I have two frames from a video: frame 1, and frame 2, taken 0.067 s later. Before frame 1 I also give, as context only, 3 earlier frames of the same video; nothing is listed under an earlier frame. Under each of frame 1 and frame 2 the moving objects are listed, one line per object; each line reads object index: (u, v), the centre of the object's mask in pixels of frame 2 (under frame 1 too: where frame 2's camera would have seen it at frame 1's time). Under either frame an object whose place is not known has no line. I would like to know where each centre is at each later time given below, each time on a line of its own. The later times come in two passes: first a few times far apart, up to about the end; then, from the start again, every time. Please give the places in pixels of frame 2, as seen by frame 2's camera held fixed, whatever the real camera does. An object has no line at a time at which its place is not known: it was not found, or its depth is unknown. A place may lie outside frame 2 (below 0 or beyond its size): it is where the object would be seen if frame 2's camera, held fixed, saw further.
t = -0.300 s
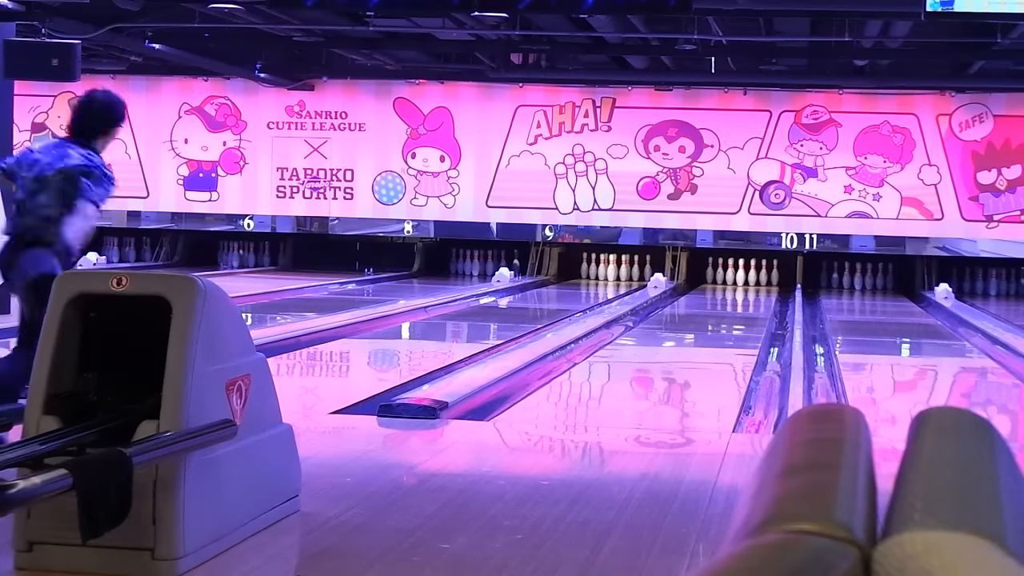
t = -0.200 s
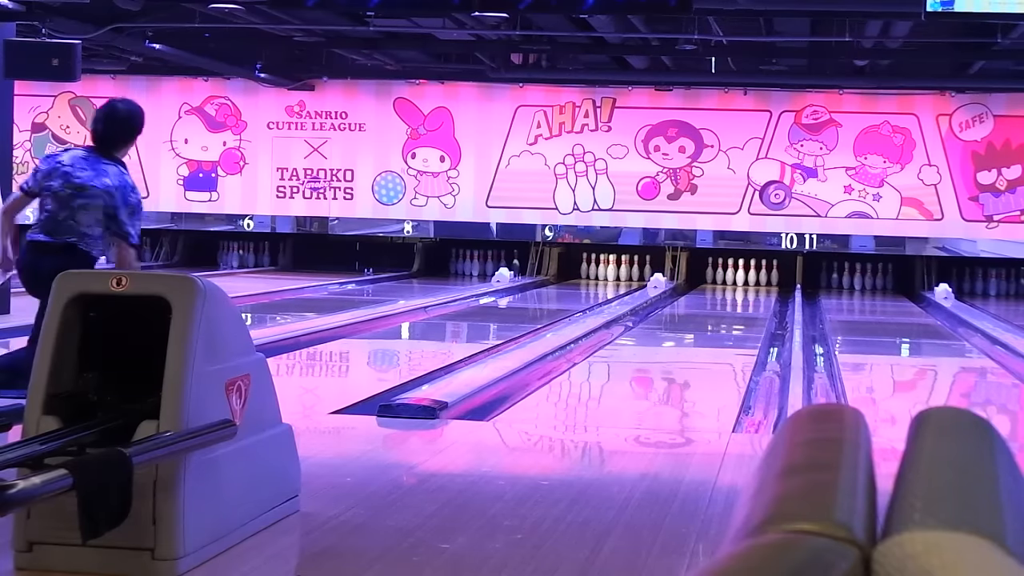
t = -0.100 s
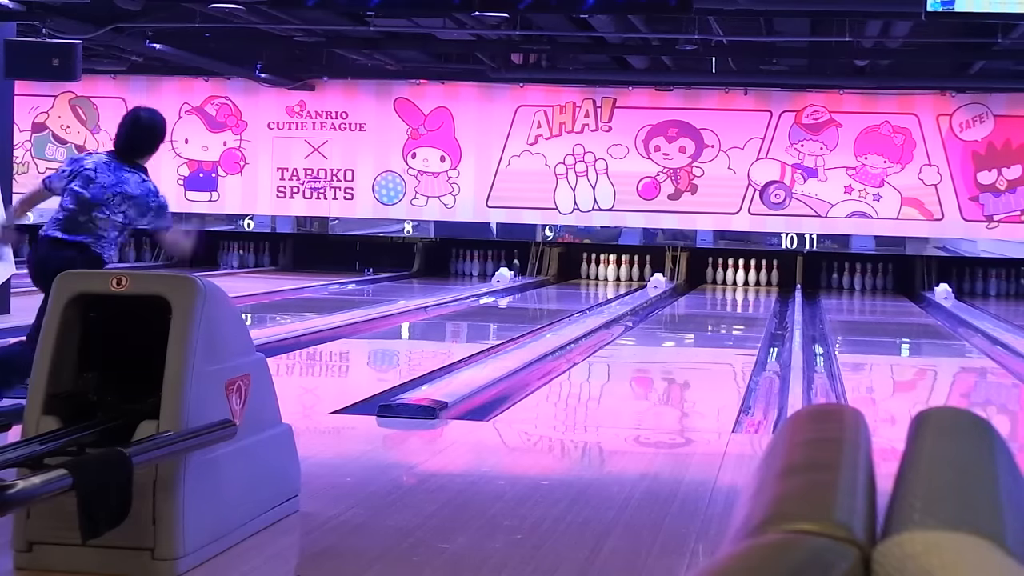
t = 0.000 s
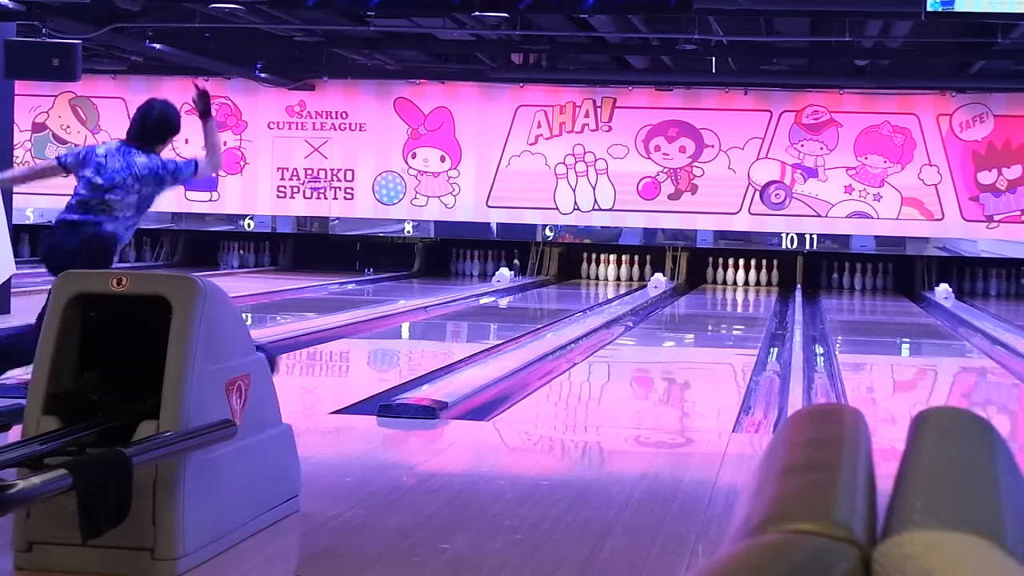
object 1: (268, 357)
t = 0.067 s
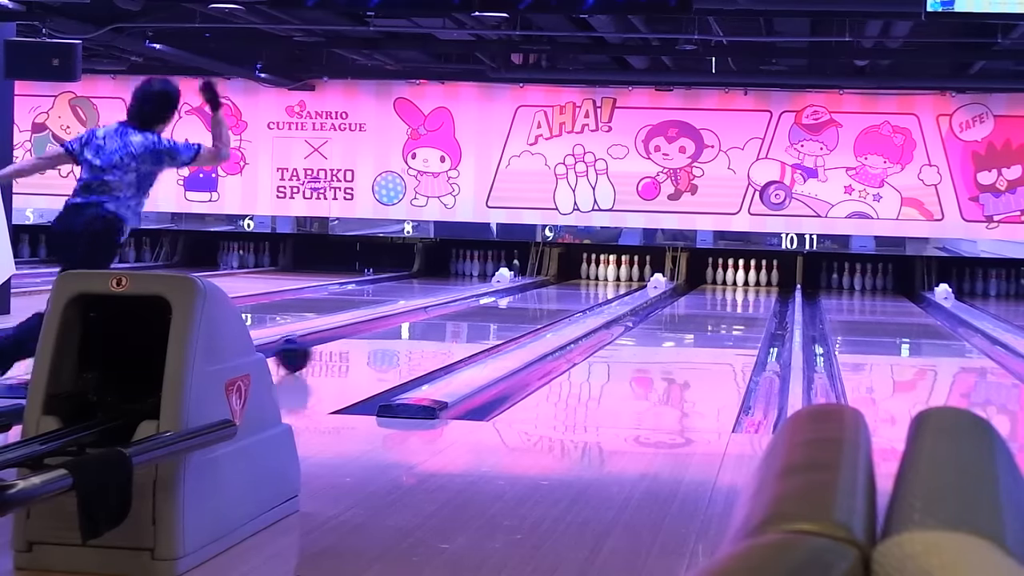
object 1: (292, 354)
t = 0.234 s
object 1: (362, 335)
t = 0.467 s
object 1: (433, 319)
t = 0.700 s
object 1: (484, 306)
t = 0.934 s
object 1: (523, 295)
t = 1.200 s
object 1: (556, 287)
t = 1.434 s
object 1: (577, 281)
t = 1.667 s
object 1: (594, 276)
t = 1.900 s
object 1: (595, 273)
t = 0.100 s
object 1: (308, 350)
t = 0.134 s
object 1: (323, 345)
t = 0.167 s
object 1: (337, 342)
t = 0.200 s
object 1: (350, 339)
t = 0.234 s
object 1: (362, 335)
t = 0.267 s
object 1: (373, 333)
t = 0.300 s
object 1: (385, 330)
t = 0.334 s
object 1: (395, 327)
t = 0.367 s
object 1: (405, 325)
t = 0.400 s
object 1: (415, 323)
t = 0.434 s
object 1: (424, 321)
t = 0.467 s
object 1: (433, 319)
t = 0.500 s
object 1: (441, 317)
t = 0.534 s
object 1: (449, 314)
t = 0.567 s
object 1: (456, 312)
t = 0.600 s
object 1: (464, 310)
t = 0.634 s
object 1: (471, 309)
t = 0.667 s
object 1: (478, 307)
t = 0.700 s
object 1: (484, 306)
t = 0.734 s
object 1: (490, 304)
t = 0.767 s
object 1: (496, 302)
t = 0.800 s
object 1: (502, 301)
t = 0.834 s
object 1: (508, 299)
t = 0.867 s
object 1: (513, 298)
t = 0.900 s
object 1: (518, 297)
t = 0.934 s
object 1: (523, 295)
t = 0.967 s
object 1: (528, 294)
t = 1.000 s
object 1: (533, 293)
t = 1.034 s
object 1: (536, 292)
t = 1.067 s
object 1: (541, 291)
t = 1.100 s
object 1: (545, 289)
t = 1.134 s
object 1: (548, 288)
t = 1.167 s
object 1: (552, 288)
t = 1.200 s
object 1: (556, 287)
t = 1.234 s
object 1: (559, 286)
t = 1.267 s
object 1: (562, 285)
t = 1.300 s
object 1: (566, 284)
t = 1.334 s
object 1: (569, 283)
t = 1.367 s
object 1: (572, 282)
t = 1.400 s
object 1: (574, 281)
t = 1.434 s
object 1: (577, 281)
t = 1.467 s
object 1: (580, 280)
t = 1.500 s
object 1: (582, 279)
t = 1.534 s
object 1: (584, 279)
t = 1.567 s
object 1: (587, 278)
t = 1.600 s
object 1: (589, 278)
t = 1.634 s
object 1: (591, 277)
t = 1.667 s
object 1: (594, 276)
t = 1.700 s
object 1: (596, 276)
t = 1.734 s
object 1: (598, 275)
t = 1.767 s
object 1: (599, 274)
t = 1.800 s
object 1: (602, 274)
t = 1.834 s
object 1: (601, 273)
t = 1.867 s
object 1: (597, 274)
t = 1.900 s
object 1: (595, 273)
